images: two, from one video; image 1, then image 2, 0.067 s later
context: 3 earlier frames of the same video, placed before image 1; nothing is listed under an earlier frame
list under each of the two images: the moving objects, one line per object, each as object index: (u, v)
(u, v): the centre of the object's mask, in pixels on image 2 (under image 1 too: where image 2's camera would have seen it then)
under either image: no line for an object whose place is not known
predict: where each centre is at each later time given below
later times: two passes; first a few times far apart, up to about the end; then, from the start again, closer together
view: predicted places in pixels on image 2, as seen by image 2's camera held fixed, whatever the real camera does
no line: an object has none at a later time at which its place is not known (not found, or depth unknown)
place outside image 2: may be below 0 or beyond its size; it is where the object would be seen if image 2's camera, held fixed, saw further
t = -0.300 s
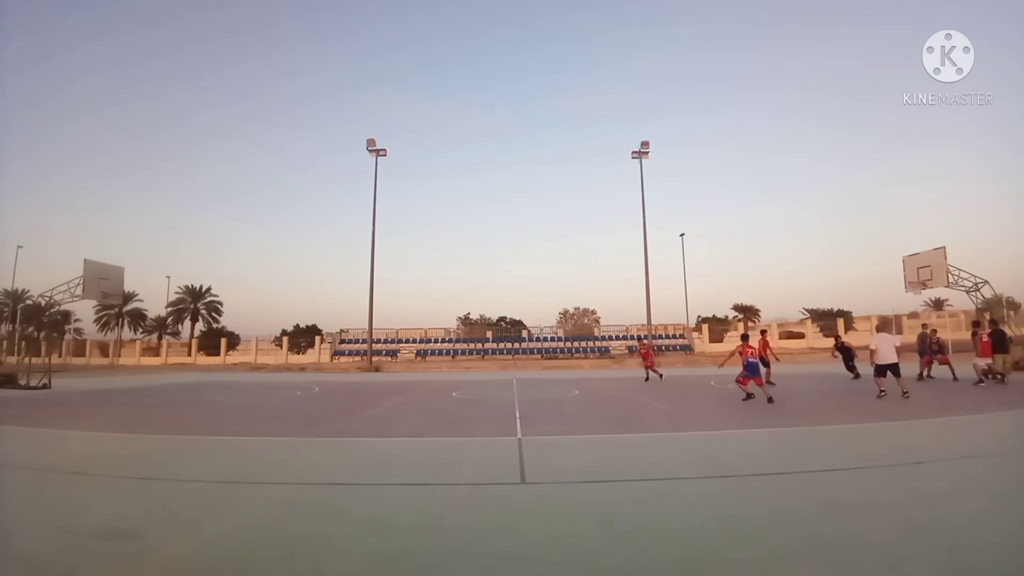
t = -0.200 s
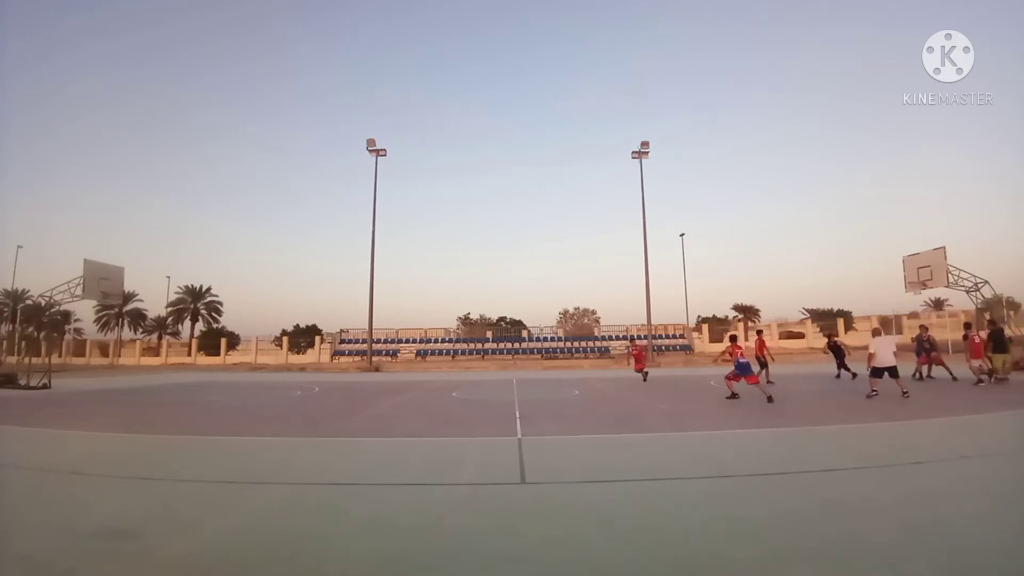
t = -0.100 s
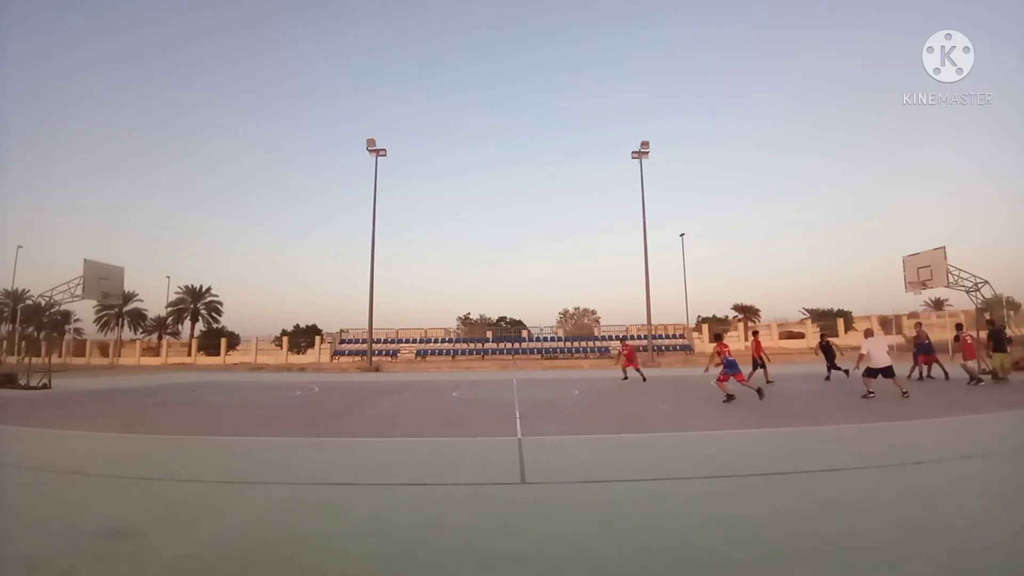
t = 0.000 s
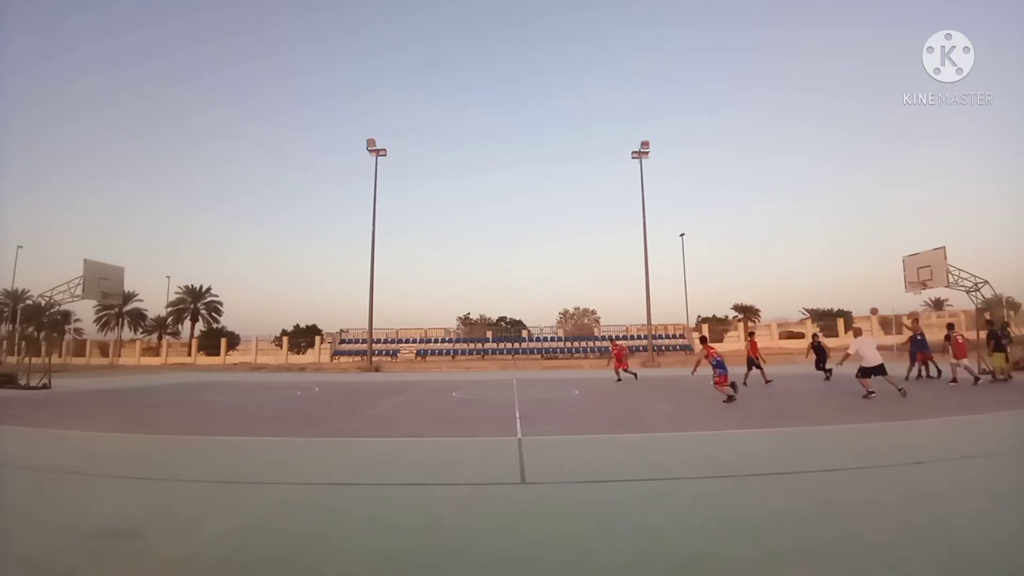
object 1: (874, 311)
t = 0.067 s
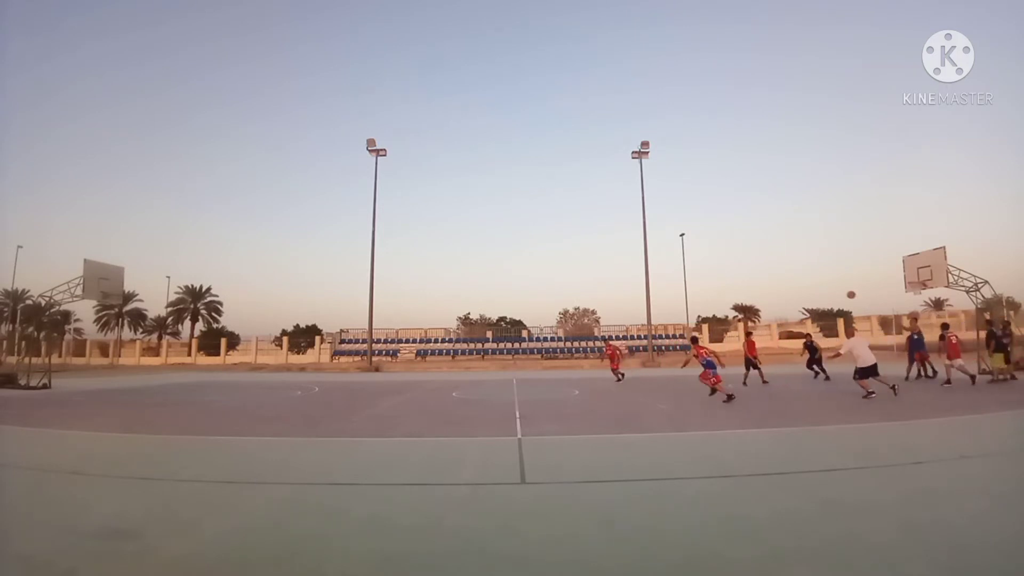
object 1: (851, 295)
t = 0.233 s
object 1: (796, 263)
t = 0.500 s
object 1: (718, 235)
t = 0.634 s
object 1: (683, 231)
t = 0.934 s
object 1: (610, 241)
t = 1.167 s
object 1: (559, 266)
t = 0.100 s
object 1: (839, 287)
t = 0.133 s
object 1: (828, 280)
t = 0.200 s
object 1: (807, 268)
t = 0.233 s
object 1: (796, 263)
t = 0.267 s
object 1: (786, 258)
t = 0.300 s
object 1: (776, 253)
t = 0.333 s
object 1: (766, 249)
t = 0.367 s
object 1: (756, 245)
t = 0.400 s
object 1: (747, 242)
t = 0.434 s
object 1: (737, 239)
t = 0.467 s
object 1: (728, 237)
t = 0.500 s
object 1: (718, 235)
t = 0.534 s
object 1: (709, 233)
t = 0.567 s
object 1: (700, 232)
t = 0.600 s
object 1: (692, 231)
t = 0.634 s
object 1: (683, 231)
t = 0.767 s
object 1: (650, 232)
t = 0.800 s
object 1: (641, 233)
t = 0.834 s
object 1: (633, 234)
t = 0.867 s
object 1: (625, 236)
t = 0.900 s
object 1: (618, 238)
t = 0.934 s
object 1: (610, 241)
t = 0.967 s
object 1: (602, 243)
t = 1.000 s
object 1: (595, 246)
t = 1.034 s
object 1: (588, 250)
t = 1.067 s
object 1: (580, 253)
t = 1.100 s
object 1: (573, 257)
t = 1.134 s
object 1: (566, 261)
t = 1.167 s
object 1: (559, 266)
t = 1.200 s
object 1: (552, 270)
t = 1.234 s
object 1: (545, 276)
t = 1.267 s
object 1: (538, 281)
